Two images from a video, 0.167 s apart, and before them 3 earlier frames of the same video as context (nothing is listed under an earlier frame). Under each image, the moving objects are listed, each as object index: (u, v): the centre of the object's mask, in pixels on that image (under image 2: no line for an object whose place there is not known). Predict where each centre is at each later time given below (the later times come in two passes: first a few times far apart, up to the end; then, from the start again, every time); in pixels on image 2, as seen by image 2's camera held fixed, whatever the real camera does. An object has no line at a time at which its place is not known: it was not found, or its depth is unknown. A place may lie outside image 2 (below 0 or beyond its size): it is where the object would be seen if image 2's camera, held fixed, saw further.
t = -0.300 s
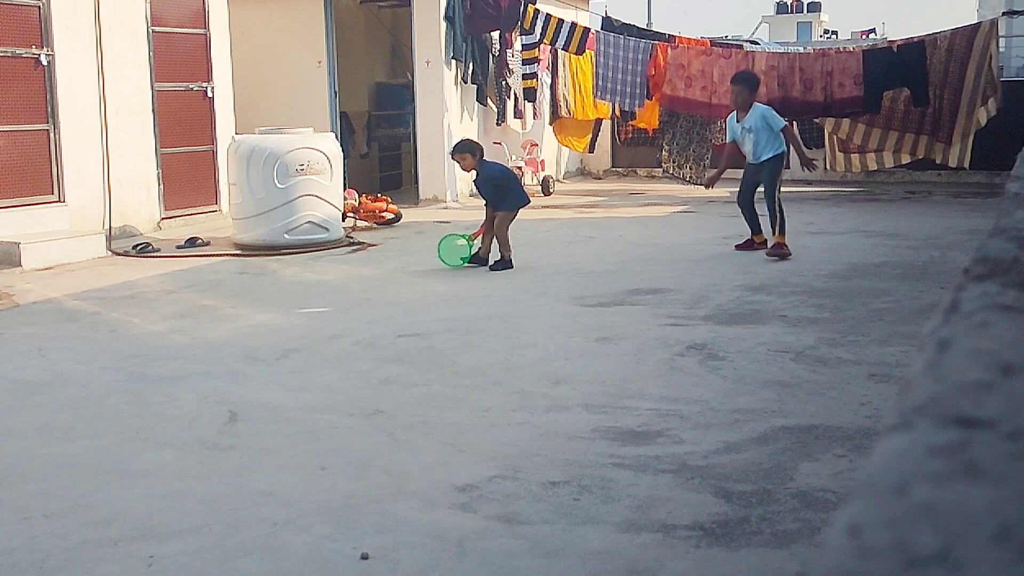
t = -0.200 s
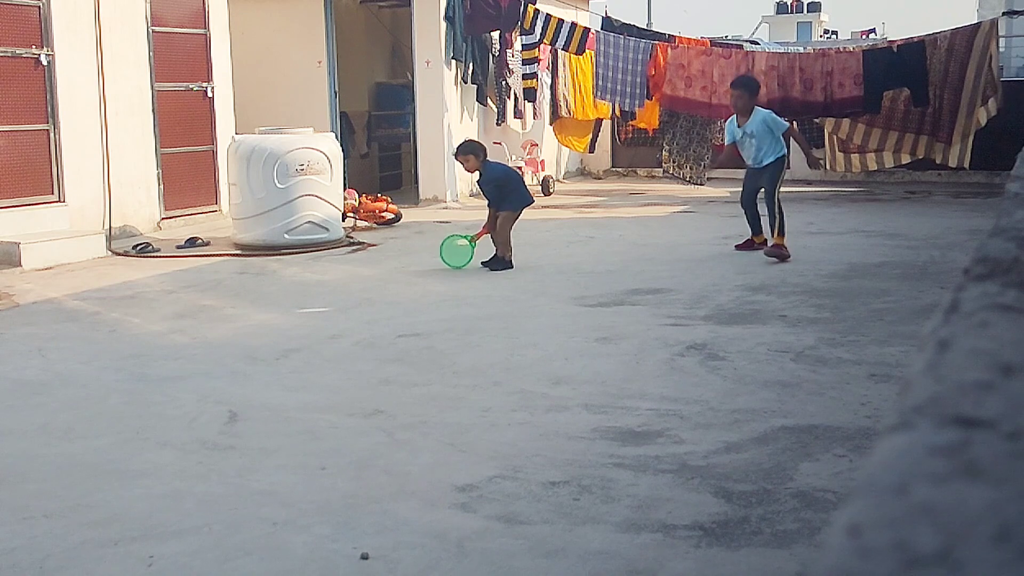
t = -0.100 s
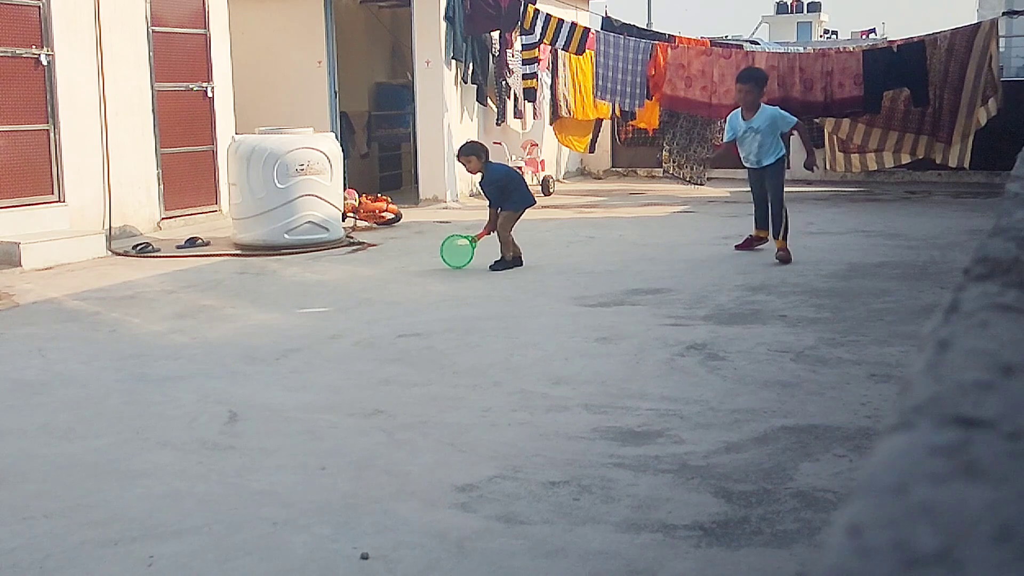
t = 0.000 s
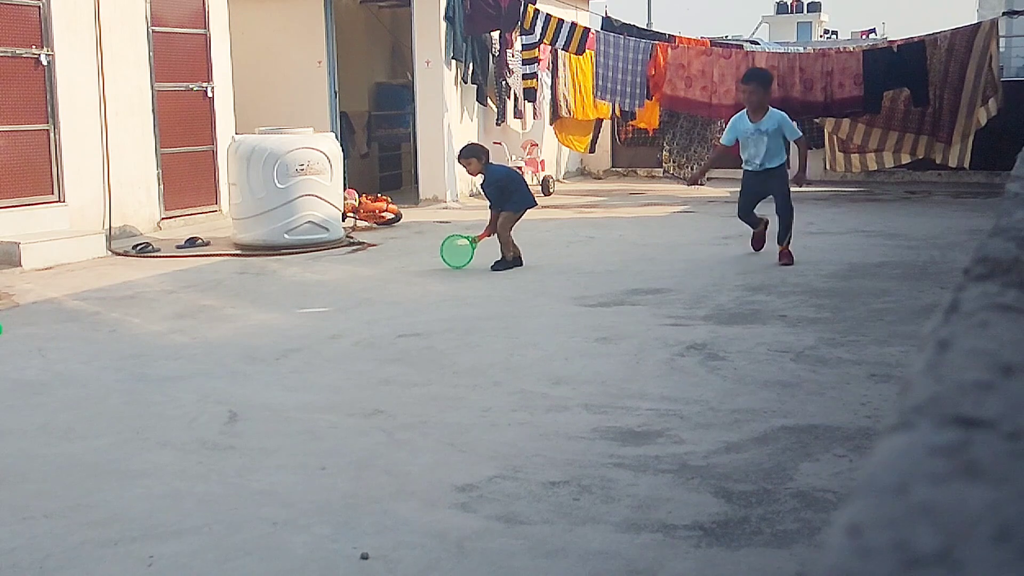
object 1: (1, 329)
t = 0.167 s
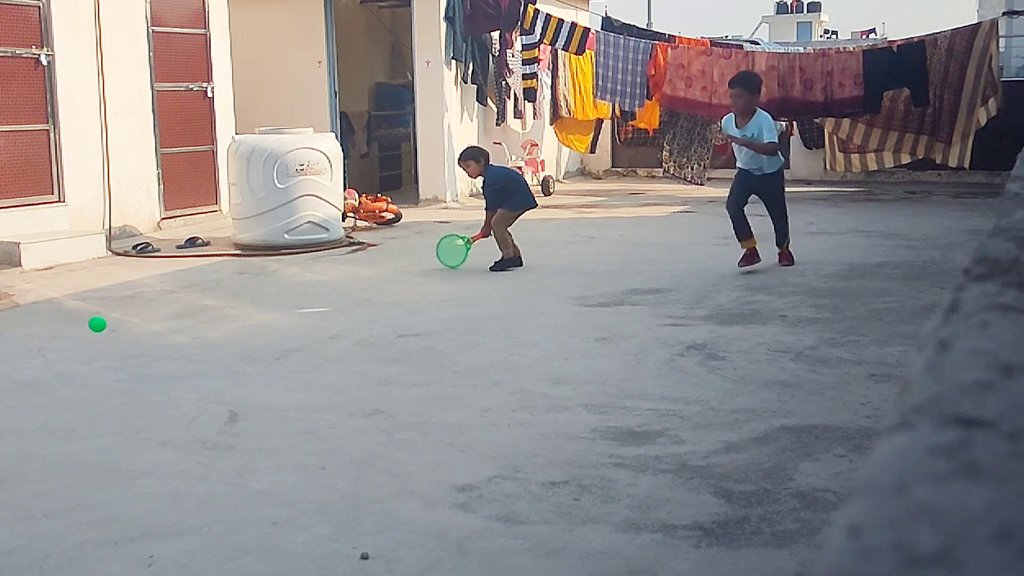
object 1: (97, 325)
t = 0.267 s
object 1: (150, 345)
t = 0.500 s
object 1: (246, 305)
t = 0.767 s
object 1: (331, 286)
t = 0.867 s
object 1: (356, 280)
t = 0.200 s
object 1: (115, 333)
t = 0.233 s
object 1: (133, 343)
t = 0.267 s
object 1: (150, 345)
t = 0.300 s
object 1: (165, 330)
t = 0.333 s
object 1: (179, 319)
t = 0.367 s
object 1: (193, 310)
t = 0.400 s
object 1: (207, 305)
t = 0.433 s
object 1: (220, 302)
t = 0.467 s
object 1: (234, 302)
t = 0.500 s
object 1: (246, 305)
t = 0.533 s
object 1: (259, 309)
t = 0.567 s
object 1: (270, 314)
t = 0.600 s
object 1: (286, 299)
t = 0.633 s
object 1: (291, 295)
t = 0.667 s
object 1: (301, 289)
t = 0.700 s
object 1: (311, 286)
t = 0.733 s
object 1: (321, 285)
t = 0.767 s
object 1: (331, 286)
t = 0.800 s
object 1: (340, 290)
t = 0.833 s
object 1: (348, 288)
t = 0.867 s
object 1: (356, 280)
